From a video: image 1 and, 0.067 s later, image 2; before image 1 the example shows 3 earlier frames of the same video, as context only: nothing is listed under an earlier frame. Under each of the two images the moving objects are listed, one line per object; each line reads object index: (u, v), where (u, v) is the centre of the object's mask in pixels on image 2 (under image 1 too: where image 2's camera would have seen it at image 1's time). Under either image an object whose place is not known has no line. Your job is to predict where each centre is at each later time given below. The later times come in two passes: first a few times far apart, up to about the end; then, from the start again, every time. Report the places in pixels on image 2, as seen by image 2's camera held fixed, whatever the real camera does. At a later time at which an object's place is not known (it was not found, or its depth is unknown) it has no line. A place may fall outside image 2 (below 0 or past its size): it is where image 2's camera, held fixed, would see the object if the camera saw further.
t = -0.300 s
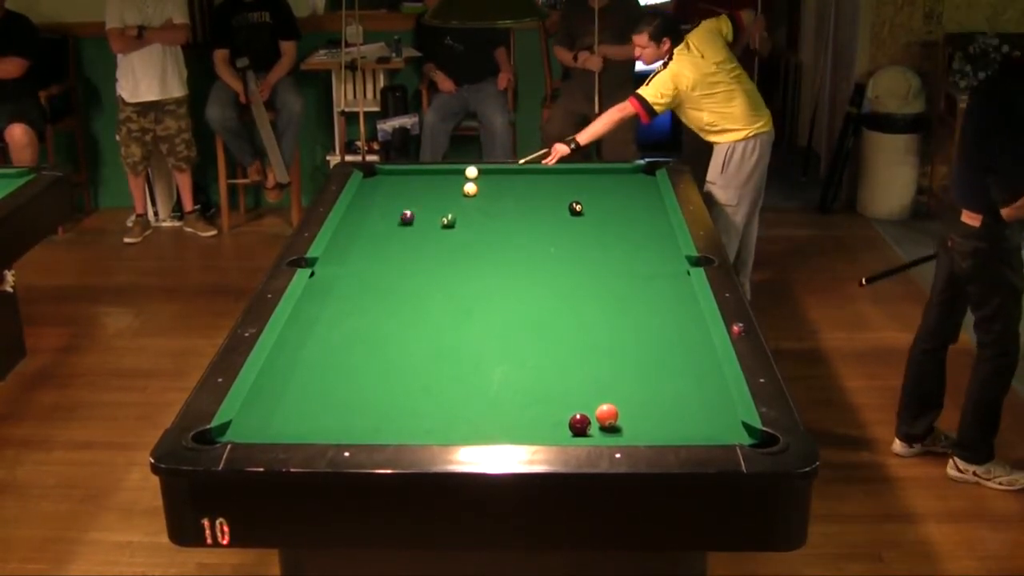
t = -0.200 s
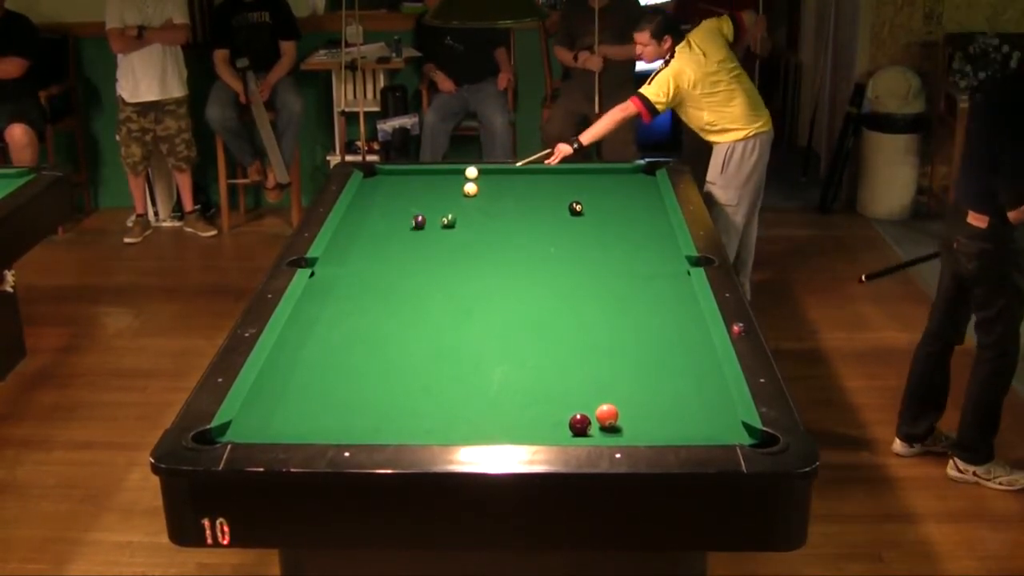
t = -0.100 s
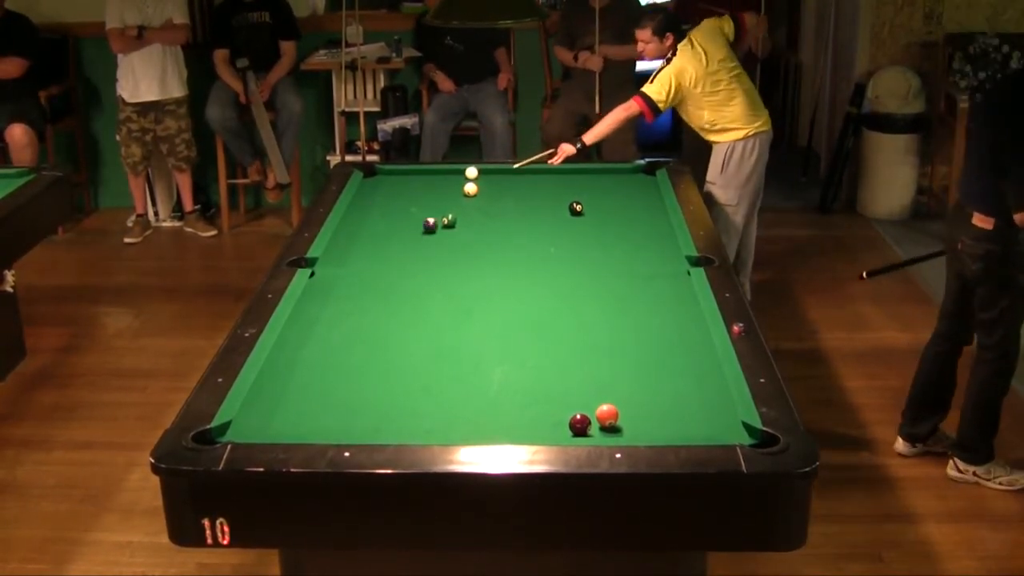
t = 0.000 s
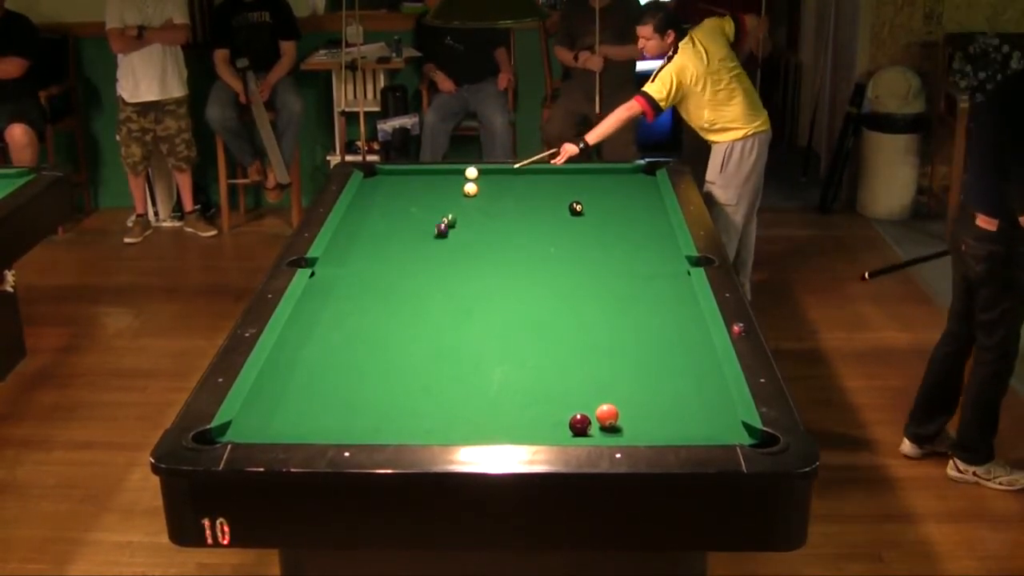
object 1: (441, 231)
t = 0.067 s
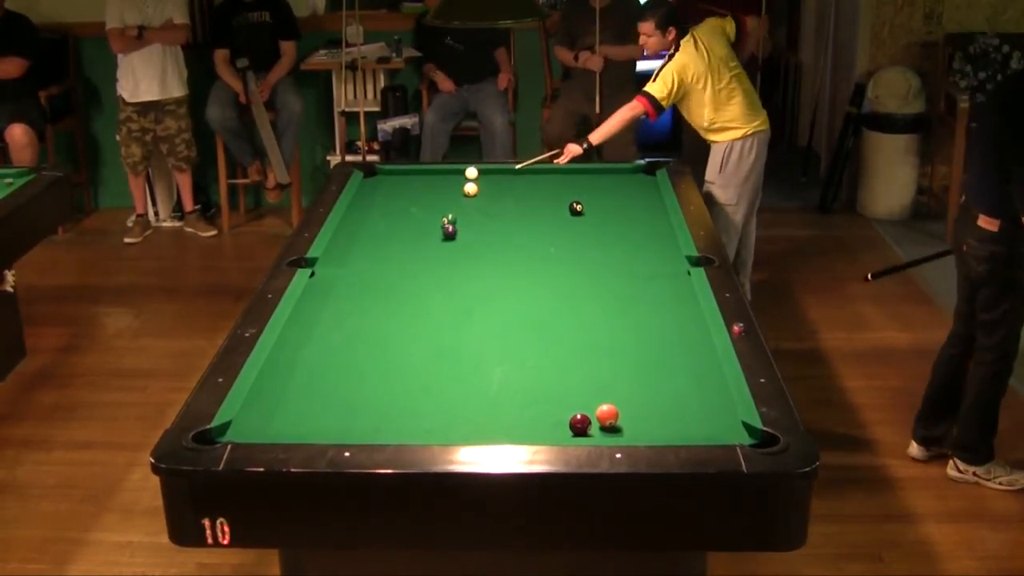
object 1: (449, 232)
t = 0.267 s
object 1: (472, 241)
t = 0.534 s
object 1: (504, 251)
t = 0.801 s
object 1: (537, 263)
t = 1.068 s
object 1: (570, 274)
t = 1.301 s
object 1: (599, 284)
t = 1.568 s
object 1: (634, 296)
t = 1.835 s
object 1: (668, 307)
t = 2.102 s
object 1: (692, 319)
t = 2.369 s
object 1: (681, 327)
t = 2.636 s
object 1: (670, 335)
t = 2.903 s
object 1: (659, 342)
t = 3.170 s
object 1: (649, 349)
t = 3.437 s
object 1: (639, 355)
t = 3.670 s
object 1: (631, 359)
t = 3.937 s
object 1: (623, 365)
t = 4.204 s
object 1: (616, 369)
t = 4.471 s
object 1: (609, 373)
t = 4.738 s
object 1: (604, 376)
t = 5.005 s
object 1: (600, 378)
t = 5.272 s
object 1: (597, 380)
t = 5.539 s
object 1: (596, 381)
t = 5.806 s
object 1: (596, 382)
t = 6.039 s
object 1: (596, 382)
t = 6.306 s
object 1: (596, 382)
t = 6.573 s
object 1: (596, 381)
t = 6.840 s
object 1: (596, 381)
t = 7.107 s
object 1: (596, 381)
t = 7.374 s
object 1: (596, 381)
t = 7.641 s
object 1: (596, 381)
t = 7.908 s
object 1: (596, 381)
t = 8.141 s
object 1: (597, 381)
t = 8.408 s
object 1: (597, 381)
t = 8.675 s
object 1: (597, 382)
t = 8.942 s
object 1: (596, 382)
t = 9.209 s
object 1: (596, 382)
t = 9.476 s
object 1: (597, 382)
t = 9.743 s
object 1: (597, 382)
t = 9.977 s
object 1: (596, 382)
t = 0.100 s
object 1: (453, 233)
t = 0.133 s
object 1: (457, 235)
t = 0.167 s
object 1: (461, 237)
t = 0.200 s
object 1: (465, 238)
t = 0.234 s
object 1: (469, 239)
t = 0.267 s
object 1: (472, 241)
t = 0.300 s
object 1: (476, 242)
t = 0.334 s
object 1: (480, 244)
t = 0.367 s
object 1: (484, 245)
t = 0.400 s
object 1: (488, 246)
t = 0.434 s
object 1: (492, 248)
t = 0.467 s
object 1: (496, 249)
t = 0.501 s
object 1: (500, 250)
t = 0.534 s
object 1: (504, 251)
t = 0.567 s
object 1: (508, 253)
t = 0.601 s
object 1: (513, 254)
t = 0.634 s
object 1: (517, 256)
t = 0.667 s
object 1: (521, 257)
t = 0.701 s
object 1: (525, 258)
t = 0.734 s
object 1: (529, 260)
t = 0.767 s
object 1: (533, 261)
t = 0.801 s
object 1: (537, 263)
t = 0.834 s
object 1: (541, 264)
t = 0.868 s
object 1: (545, 266)
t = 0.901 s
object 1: (549, 267)
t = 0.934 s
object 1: (553, 268)
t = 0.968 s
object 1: (558, 269)
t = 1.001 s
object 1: (562, 271)
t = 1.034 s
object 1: (566, 273)
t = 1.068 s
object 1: (570, 274)
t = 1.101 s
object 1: (574, 275)
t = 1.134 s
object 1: (578, 277)
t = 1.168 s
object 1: (583, 278)
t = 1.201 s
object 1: (587, 280)
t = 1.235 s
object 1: (591, 281)
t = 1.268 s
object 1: (595, 282)
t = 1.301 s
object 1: (599, 284)
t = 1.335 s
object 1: (604, 285)
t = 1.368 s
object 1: (608, 287)
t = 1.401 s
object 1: (612, 288)
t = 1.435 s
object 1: (616, 290)
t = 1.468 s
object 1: (621, 291)
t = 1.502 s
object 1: (625, 293)
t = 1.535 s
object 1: (629, 294)
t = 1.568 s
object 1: (634, 296)
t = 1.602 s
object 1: (638, 297)
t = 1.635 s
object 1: (642, 299)
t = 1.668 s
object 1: (647, 300)
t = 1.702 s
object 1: (651, 301)
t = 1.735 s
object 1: (655, 303)
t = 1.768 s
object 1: (659, 305)
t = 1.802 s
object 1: (664, 306)
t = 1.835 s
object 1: (668, 307)
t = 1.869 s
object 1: (672, 309)
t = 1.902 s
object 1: (677, 311)
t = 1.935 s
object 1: (681, 312)
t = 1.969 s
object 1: (685, 314)
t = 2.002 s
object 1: (690, 315)
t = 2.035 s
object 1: (694, 317)
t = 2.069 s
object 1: (694, 318)
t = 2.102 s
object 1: (692, 319)
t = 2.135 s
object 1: (691, 320)
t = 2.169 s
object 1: (689, 321)
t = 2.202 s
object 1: (688, 322)
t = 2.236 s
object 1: (686, 323)
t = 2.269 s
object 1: (685, 324)
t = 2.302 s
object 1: (684, 325)
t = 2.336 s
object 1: (682, 326)
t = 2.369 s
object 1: (681, 327)
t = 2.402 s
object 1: (679, 327)
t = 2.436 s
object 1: (678, 329)
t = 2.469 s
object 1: (676, 330)
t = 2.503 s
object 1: (675, 330)
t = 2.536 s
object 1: (674, 331)
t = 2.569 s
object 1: (672, 333)
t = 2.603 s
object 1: (671, 333)
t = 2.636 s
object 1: (670, 335)
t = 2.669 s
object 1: (668, 335)
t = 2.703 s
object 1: (667, 336)
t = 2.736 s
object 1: (666, 337)
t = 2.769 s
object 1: (665, 338)
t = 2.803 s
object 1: (664, 339)
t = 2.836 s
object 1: (662, 340)
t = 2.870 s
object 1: (661, 341)
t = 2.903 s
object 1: (659, 342)
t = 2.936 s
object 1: (658, 343)
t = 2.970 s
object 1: (657, 344)
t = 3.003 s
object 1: (655, 345)
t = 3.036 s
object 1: (654, 345)
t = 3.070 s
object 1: (653, 347)
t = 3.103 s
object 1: (651, 347)
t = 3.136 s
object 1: (650, 348)
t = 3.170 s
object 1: (649, 349)
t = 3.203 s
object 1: (647, 349)
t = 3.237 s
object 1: (646, 350)
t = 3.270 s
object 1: (645, 351)
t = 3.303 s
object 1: (644, 351)
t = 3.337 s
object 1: (642, 352)
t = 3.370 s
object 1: (641, 353)
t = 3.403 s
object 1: (640, 354)
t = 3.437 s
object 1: (639, 355)
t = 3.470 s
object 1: (638, 355)
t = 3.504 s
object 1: (636, 356)
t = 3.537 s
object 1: (635, 357)
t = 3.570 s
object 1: (635, 358)
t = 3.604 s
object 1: (633, 358)
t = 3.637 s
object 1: (633, 359)
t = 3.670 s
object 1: (631, 359)
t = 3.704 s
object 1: (630, 360)
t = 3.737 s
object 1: (629, 361)
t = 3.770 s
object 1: (628, 361)
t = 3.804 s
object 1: (627, 362)
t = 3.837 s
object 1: (626, 363)
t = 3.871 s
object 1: (625, 363)
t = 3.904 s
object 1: (624, 364)
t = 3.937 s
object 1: (623, 365)
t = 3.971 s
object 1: (622, 365)
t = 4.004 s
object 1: (621, 366)
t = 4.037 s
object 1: (620, 367)
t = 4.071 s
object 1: (620, 367)
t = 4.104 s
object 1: (618, 368)
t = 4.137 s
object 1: (618, 368)
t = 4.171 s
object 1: (617, 369)
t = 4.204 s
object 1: (616, 369)
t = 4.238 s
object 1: (615, 370)
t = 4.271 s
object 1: (614, 370)
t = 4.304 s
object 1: (613, 371)
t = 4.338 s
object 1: (612, 371)
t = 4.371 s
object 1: (612, 372)
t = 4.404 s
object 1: (611, 372)
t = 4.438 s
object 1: (610, 373)
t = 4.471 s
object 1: (609, 373)
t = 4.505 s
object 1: (608, 373)
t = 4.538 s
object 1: (608, 374)
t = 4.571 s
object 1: (607, 374)
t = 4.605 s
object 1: (606, 375)
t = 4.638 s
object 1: (606, 375)
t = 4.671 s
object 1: (605, 375)
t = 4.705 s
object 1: (604, 376)
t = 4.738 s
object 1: (604, 376)
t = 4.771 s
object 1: (603, 376)
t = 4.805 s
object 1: (603, 376)
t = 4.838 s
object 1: (602, 377)
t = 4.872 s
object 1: (602, 377)
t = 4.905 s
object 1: (601, 377)
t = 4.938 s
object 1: (601, 378)
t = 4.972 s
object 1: (600, 378)
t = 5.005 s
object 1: (600, 378)
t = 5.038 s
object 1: (600, 379)
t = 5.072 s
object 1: (599, 379)
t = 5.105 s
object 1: (599, 379)
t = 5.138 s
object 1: (599, 379)
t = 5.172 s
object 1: (598, 380)
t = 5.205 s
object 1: (598, 380)
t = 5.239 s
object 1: (598, 380)
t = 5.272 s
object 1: (597, 380)
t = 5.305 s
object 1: (597, 380)
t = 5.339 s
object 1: (597, 380)
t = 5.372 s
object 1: (597, 381)
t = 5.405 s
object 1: (597, 381)
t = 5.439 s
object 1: (597, 381)
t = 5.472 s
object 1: (596, 381)
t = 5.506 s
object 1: (596, 381)
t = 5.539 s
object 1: (596, 381)
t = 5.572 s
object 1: (596, 381)
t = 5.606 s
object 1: (596, 381)
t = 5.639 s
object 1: (596, 381)
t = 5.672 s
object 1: (596, 381)
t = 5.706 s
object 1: (596, 381)
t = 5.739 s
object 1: (596, 381)
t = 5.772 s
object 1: (596, 382)
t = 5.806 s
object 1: (596, 382)
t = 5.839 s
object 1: (596, 382)
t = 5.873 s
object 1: (596, 382)
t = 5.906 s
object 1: (596, 382)
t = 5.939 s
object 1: (596, 382)
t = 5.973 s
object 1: (596, 382)
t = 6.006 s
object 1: (596, 382)
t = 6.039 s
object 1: (596, 382)
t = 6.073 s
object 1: (596, 381)
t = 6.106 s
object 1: (596, 382)
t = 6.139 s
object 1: (596, 382)
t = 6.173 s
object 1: (596, 382)
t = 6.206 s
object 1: (596, 381)
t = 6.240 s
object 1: (596, 382)
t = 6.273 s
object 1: (596, 381)
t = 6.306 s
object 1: (596, 382)
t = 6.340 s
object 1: (596, 381)
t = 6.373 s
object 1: (596, 382)
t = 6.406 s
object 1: (596, 381)
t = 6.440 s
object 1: (596, 381)
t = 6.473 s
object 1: (596, 381)
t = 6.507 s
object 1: (596, 381)
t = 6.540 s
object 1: (596, 381)
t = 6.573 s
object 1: (596, 381)
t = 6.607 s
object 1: (596, 381)
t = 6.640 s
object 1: (596, 381)
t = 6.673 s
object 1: (596, 381)
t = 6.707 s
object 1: (596, 381)
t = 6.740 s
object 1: (596, 381)
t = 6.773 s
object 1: (597, 381)
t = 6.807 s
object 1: (596, 381)
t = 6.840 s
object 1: (596, 381)
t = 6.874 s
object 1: (596, 381)
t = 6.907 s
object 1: (596, 381)
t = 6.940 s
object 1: (596, 381)
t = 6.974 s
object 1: (596, 381)
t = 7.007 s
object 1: (596, 382)
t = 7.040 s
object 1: (596, 382)
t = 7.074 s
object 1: (596, 381)
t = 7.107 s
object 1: (596, 381)
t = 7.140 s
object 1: (596, 382)
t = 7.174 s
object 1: (596, 382)
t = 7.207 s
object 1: (596, 381)
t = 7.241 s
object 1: (596, 381)
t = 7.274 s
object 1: (596, 381)
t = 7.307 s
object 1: (596, 381)
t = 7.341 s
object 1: (596, 381)
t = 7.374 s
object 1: (596, 381)
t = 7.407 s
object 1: (596, 381)
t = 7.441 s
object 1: (596, 381)
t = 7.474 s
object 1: (596, 381)
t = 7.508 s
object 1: (596, 381)
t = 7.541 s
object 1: (596, 381)
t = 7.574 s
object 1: (596, 381)
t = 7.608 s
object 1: (596, 381)
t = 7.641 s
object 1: (596, 381)
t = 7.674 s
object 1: (596, 381)
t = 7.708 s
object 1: (596, 381)
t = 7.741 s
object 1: (596, 381)
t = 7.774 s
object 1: (596, 381)
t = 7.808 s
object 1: (596, 381)
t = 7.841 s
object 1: (596, 381)
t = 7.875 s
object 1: (596, 381)
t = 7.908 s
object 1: (596, 381)
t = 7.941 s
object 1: (597, 381)
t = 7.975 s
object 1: (597, 381)
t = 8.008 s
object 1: (597, 381)
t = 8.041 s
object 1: (596, 381)
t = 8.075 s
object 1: (597, 381)
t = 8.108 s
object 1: (597, 381)
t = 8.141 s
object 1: (597, 381)
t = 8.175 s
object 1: (597, 381)
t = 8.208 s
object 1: (597, 381)
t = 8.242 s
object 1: (597, 381)
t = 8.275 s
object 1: (597, 381)
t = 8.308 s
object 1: (597, 381)
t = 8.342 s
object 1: (597, 381)
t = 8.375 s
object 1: (597, 381)
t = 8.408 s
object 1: (597, 381)
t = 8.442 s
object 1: (597, 381)
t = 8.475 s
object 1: (597, 382)
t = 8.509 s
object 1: (597, 382)
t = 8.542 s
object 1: (597, 381)
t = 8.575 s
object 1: (597, 382)
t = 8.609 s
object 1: (597, 381)
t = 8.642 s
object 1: (597, 382)
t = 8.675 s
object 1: (597, 382)
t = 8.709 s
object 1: (597, 382)
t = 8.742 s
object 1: (597, 382)
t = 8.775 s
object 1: (597, 382)
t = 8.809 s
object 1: (597, 382)
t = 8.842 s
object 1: (597, 382)
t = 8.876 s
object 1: (597, 382)
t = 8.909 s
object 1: (596, 382)
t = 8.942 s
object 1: (596, 382)
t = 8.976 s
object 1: (596, 382)
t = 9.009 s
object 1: (596, 382)
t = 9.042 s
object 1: (596, 382)
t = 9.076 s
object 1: (596, 382)
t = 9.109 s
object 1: (596, 382)
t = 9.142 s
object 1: (596, 382)
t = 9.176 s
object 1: (596, 382)
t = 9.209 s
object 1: (596, 382)
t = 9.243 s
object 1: (596, 382)
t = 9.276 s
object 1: (596, 382)
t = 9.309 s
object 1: (596, 382)
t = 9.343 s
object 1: (596, 382)
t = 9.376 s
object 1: (596, 382)
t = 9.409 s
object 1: (596, 382)
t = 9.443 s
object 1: (596, 382)
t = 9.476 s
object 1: (597, 382)
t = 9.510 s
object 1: (596, 382)
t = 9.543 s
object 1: (596, 382)
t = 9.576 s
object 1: (596, 382)
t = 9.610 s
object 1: (597, 382)
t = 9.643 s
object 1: (597, 382)
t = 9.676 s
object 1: (596, 382)
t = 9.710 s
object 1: (597, 382)
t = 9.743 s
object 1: (597, 382)
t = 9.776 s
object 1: (596, 382)
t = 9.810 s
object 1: (596, 382)
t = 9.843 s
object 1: (596, 382)
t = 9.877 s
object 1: (596, 382)
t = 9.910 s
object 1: (596, 381)
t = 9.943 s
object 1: (596, 382)
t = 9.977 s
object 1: (596, 382)
